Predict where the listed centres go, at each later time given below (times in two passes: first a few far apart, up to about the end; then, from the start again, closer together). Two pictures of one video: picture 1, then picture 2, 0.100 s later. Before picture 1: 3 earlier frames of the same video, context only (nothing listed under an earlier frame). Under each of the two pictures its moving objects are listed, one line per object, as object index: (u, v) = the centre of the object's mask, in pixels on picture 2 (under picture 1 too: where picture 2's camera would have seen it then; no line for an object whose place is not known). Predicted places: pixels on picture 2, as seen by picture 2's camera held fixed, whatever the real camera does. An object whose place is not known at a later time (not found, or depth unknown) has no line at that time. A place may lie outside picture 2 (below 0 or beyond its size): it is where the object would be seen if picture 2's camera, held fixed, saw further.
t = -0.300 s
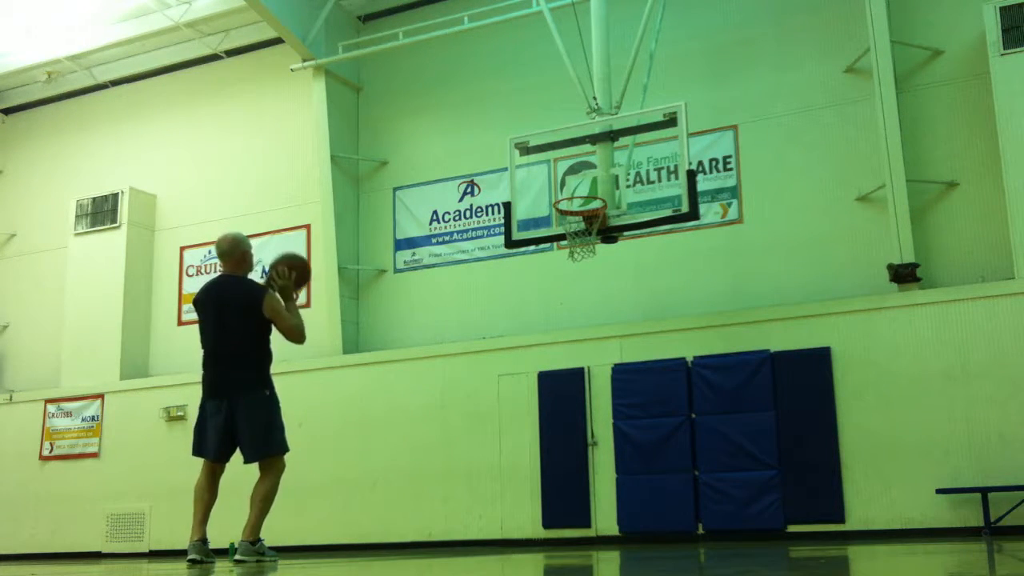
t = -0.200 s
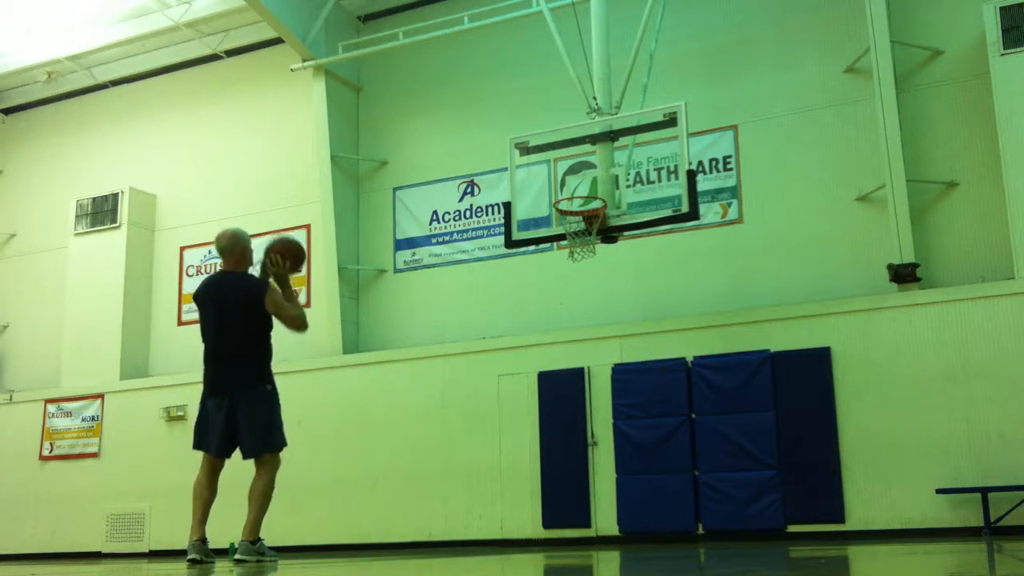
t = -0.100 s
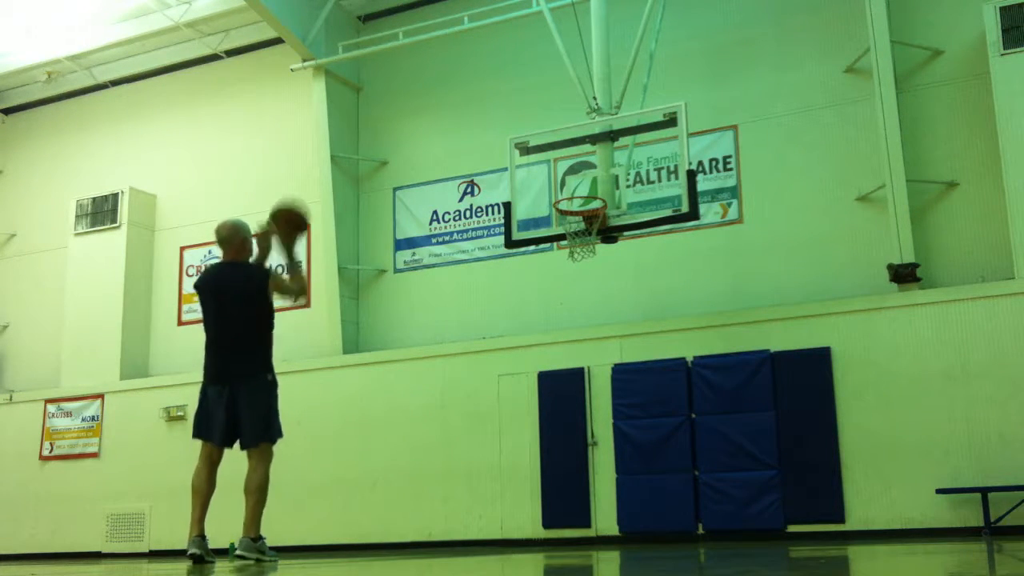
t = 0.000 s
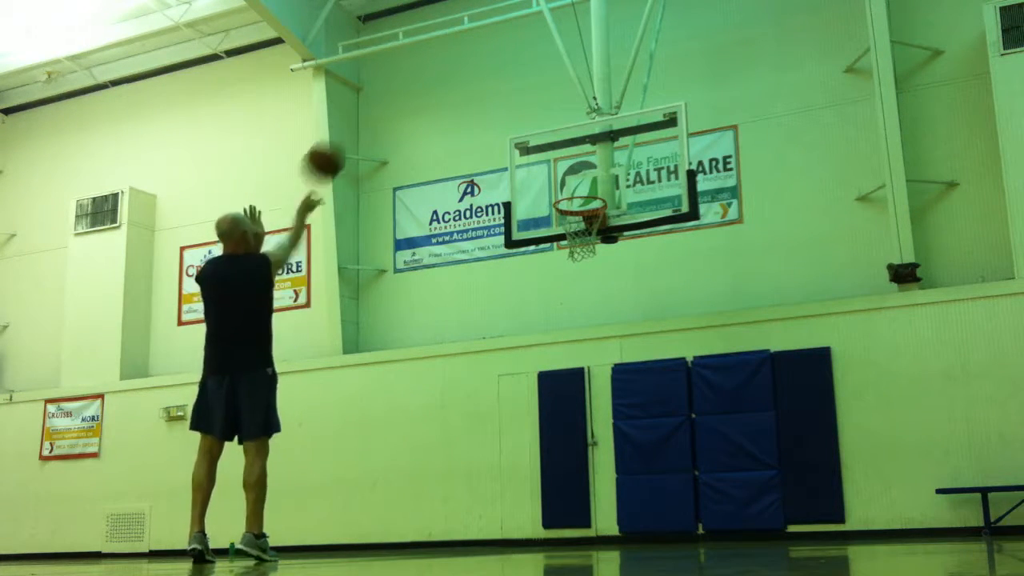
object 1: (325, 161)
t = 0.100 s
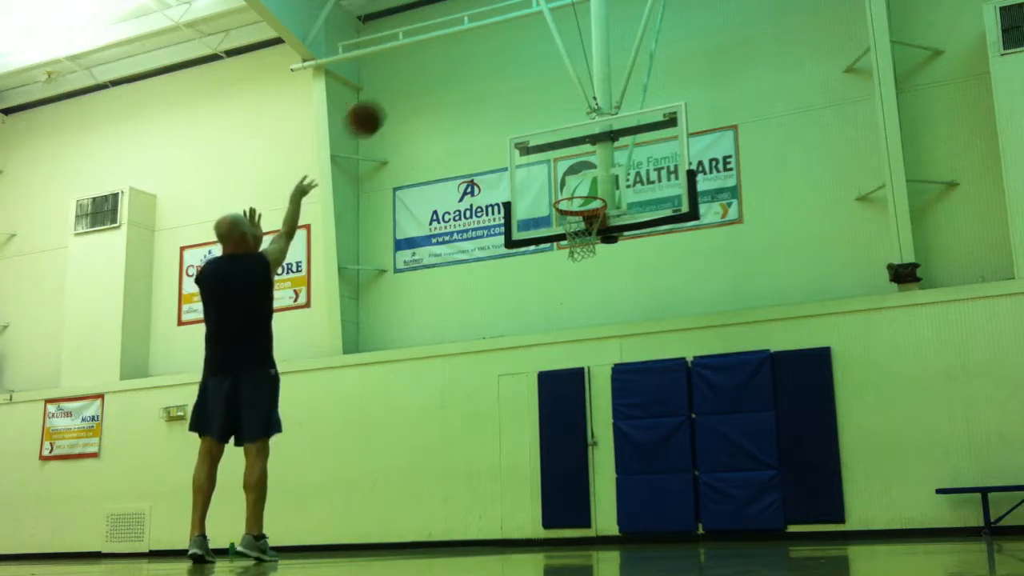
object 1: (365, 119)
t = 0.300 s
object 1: (436, 79)
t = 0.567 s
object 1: (513, 105)
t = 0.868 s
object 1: (586, 212)
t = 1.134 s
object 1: (588, 253)
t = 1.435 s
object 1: (584, 363)
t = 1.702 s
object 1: (580, 517)
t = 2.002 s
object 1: (560, 390)
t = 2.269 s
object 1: (544, 354)
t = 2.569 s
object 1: (527, 412)
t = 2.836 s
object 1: (514, 516)
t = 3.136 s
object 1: (496, 424)
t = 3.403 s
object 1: (481, 434)
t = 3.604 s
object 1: (471, 503)
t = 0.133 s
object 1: (379, 108)
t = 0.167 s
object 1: (391, 99)
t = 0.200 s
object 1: (403, 92)
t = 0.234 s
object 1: (414, 86)
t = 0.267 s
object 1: (425, 82)
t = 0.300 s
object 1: (436, 79)
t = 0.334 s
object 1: (446, 78)
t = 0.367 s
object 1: (457, 78)
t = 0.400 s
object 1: (466, 80)
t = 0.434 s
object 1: (476, 83)
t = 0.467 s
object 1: (485, 86)
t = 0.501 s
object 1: (495, 92)
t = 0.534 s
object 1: (504, 98)
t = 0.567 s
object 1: (513, 105)
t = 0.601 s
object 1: (521, 113)
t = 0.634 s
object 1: (530, 122)
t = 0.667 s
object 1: (538, 133)
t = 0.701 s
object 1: (547, 144)
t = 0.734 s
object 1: (555, 157)
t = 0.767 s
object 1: (563, 168)
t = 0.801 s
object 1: (570, 182)
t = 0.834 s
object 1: (577, 196)
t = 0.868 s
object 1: (586, 212)
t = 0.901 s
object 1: (592, 226)
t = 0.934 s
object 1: (591, 232)
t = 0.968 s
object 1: (593, 231)
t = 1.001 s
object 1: (590, 235)
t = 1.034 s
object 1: (589, 238)
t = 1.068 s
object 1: (588, 242)
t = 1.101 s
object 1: (587, 246)
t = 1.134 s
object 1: (588, 253)
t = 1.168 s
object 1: (587, 261)
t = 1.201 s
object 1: (586, 270)
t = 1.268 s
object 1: (585, 290)
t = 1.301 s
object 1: (585, 303)
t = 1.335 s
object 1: (584, 317)
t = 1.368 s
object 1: (584, 332)
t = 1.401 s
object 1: (584, 347)
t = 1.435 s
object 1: (584, 363)
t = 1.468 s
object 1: (583, 382)
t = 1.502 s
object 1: (583, 401)
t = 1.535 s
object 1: (583, 424)
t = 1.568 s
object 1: (584, 449)
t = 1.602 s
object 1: (584, 473)
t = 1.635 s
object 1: (583, 499)
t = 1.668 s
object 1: (584, 525)
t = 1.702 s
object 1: (580, 517)
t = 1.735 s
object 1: (578, 500)
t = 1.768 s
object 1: (576, 484)
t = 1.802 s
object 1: (574, 466)
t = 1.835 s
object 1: (571, 451)
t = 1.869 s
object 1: (567, 437)
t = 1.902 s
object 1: (564, 423)
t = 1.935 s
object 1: (562, 409)
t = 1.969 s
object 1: (561, 398)
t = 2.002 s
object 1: (560, 390)
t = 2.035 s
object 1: (558, 381)
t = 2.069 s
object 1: (556, 375)
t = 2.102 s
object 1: (554, 367)
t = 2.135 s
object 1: (552, 362)
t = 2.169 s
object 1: (550, 359)
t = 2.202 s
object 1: (548, 356)
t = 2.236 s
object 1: (546, 354)
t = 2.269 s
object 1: (544, 354)
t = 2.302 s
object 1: (542, 355)
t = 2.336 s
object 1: (540, 357)
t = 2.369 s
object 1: (538, 361)
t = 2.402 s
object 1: (536, 366)
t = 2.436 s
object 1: (535, 372)
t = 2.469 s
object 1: (533, 380)
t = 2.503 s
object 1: (530, 390)
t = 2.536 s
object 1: (529, 400)
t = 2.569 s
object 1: (527, 412)
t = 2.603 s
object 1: (526, 426)
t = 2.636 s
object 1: (524, 442)
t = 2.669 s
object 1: (522, 458)
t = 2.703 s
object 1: (521, 477)
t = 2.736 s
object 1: (520, 497)
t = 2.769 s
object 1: (518, 519)
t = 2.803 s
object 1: (516, 531)
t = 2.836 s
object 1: (514, 516)
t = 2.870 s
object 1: (512, 501)
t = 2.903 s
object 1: (510, 486)
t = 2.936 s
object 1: (508, 473)
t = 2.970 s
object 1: (506, 462)
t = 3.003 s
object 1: (504, 451)
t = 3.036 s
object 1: (502, 442)
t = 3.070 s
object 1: (500, 435)
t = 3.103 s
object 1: (498, 429)
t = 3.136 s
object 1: (496, 424)
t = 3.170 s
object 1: (494, 420)
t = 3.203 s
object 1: (492, 418)
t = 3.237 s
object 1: (491, 417)
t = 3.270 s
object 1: (489, 418)
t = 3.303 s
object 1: (487, 420)
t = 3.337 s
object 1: (485, 423)
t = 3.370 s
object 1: (483, 428)
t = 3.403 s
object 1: (481, 434)
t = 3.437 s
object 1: (480, 442)
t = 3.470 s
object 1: (478, 451)
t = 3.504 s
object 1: (476, 462)
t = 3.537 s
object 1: (474, 474)
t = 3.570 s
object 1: (473, 487)
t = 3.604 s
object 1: (471, 503)
